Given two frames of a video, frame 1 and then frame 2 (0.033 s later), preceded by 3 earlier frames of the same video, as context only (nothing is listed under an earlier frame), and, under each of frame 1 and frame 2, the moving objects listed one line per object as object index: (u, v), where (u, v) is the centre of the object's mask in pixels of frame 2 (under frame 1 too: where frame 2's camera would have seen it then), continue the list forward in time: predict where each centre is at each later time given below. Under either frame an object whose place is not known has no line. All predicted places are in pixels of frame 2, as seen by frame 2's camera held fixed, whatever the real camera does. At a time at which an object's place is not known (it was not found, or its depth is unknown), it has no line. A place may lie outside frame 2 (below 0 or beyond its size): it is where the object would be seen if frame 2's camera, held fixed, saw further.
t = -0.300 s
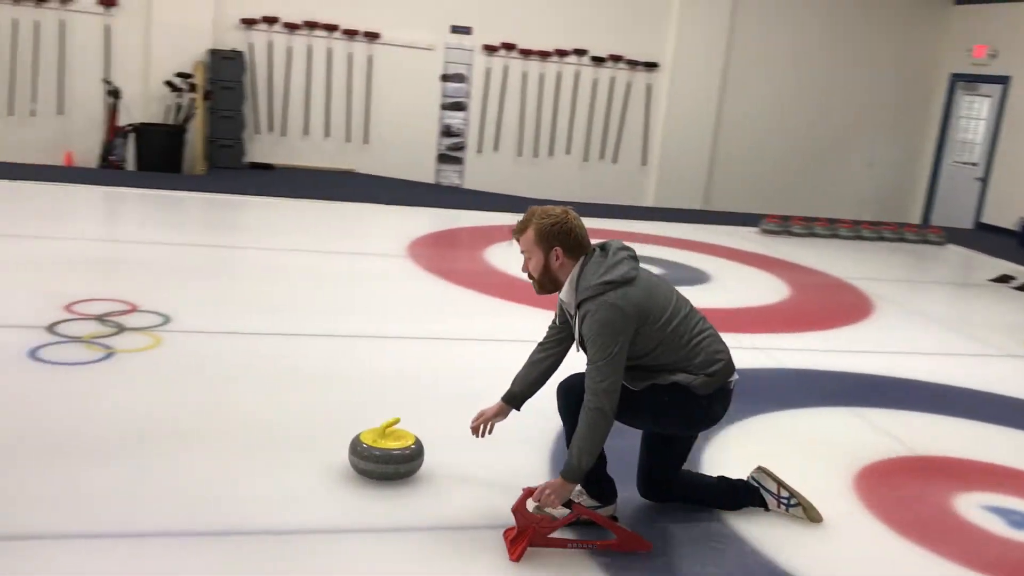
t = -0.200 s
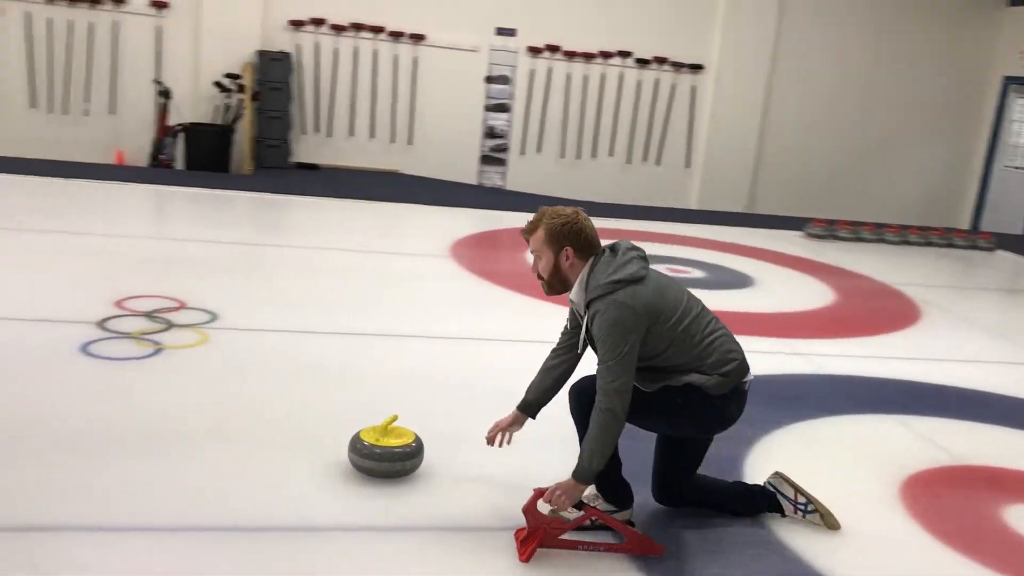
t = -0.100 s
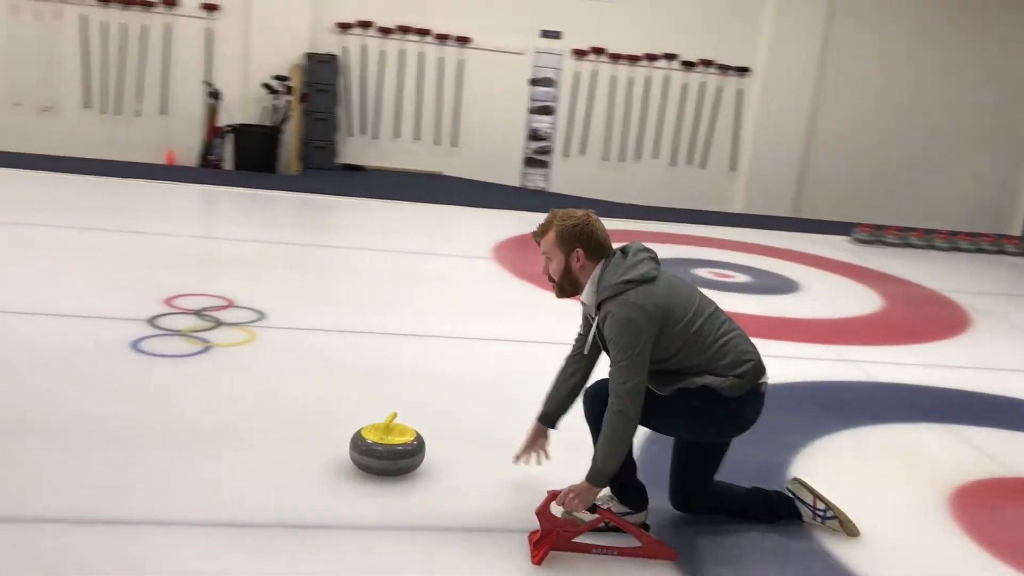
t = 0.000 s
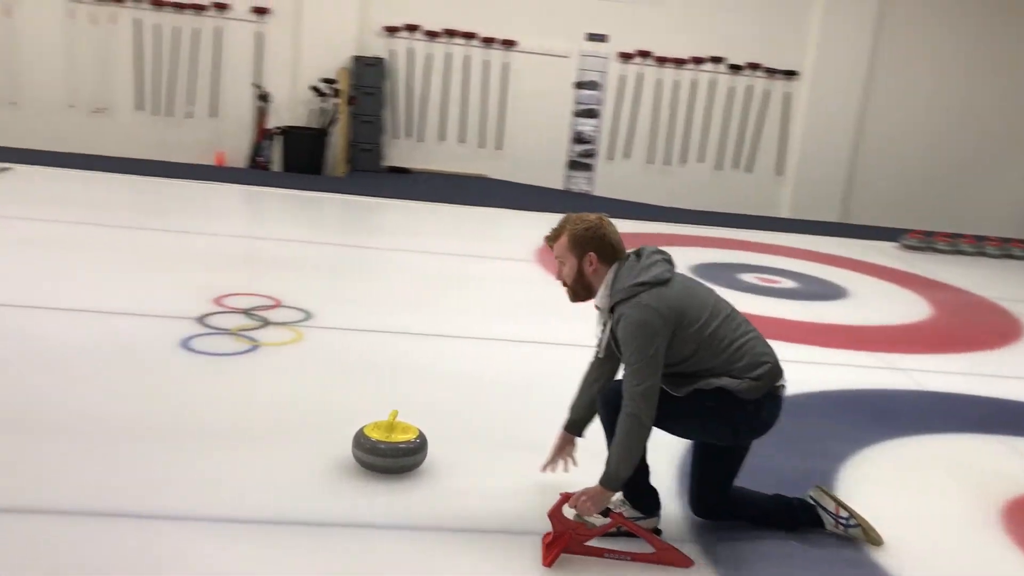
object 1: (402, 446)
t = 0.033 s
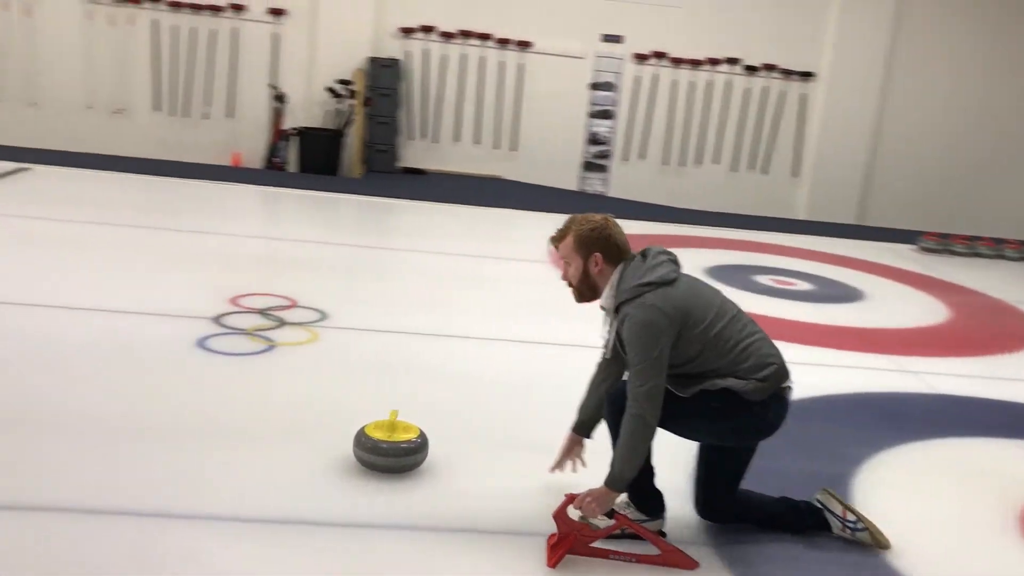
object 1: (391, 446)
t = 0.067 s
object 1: (379, 445)
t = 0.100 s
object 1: (368, 444)
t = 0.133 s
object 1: (357, 443)
